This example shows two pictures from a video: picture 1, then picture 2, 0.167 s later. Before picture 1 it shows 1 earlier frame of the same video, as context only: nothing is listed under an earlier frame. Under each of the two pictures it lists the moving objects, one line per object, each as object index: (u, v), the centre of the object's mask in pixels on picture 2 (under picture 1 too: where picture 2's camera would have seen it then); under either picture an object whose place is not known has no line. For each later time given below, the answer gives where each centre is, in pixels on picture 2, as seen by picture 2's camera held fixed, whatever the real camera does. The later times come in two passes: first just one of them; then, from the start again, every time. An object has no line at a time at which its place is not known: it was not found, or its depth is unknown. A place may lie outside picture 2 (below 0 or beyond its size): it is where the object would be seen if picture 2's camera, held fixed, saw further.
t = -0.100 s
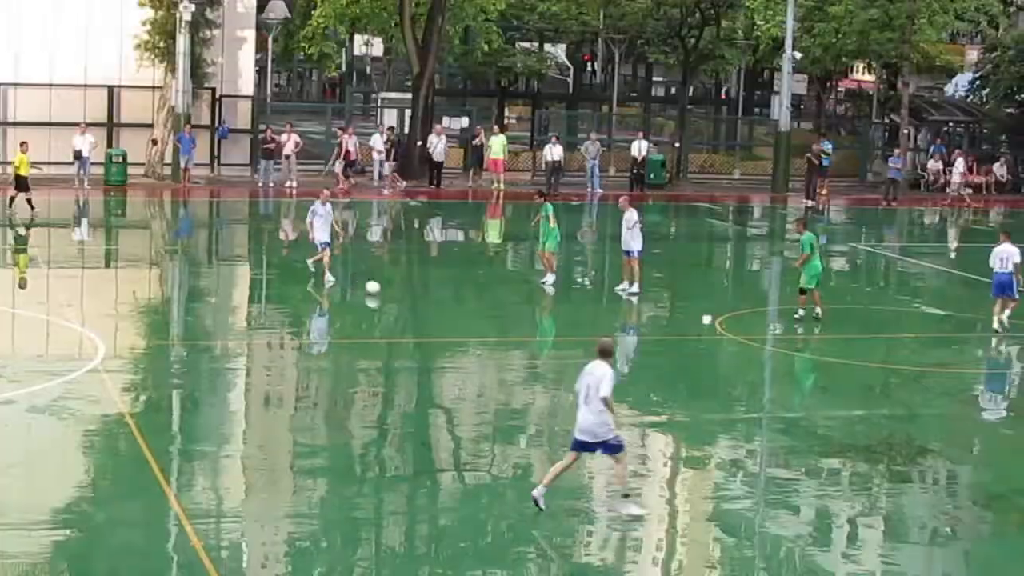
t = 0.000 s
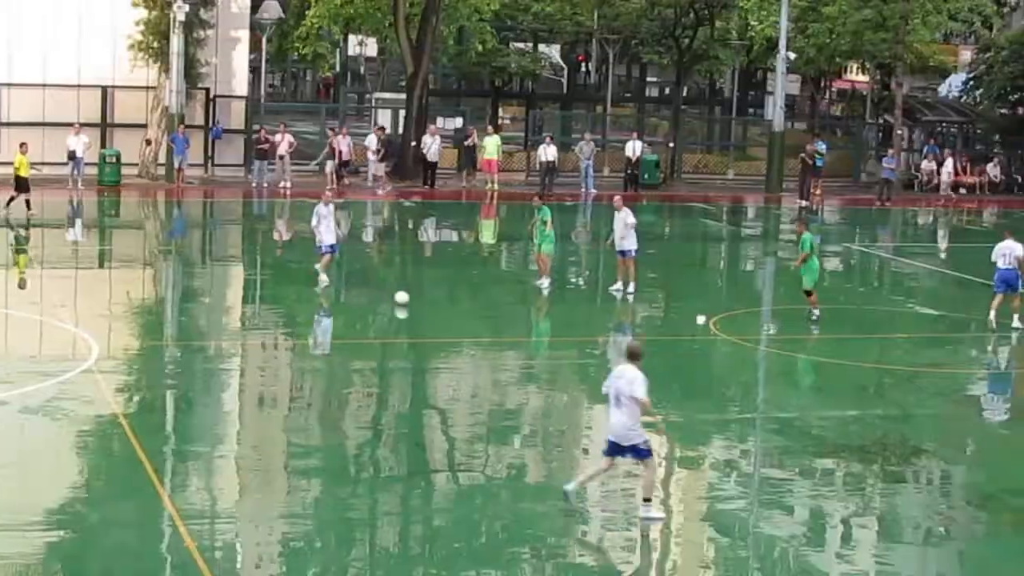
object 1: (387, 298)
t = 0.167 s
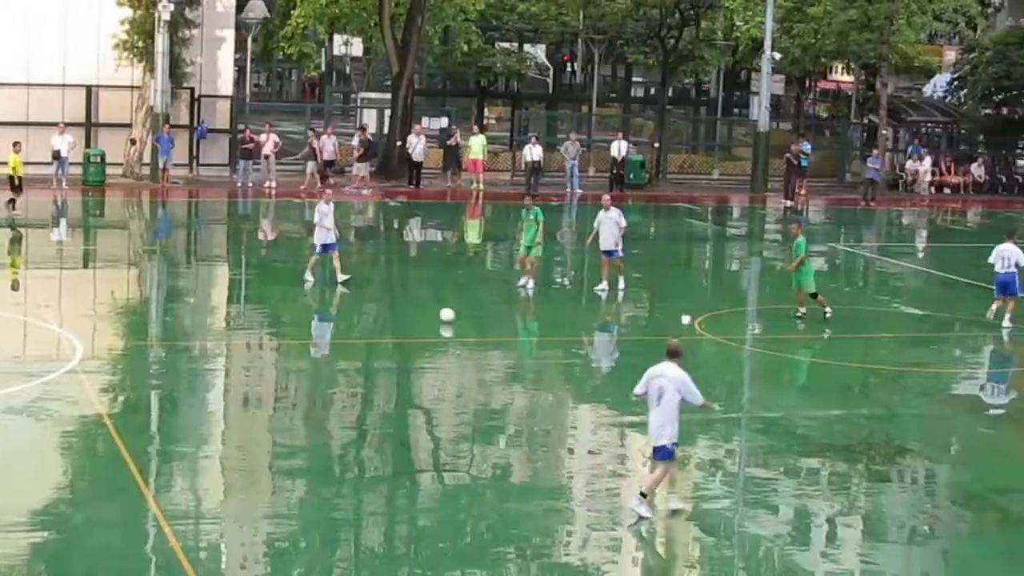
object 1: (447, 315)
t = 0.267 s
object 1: (483, 326)
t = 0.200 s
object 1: (459, 319)
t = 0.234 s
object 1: (471, 322)
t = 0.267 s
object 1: (483, 326)
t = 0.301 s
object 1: (496, 329)
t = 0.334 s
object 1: (508, 333)
